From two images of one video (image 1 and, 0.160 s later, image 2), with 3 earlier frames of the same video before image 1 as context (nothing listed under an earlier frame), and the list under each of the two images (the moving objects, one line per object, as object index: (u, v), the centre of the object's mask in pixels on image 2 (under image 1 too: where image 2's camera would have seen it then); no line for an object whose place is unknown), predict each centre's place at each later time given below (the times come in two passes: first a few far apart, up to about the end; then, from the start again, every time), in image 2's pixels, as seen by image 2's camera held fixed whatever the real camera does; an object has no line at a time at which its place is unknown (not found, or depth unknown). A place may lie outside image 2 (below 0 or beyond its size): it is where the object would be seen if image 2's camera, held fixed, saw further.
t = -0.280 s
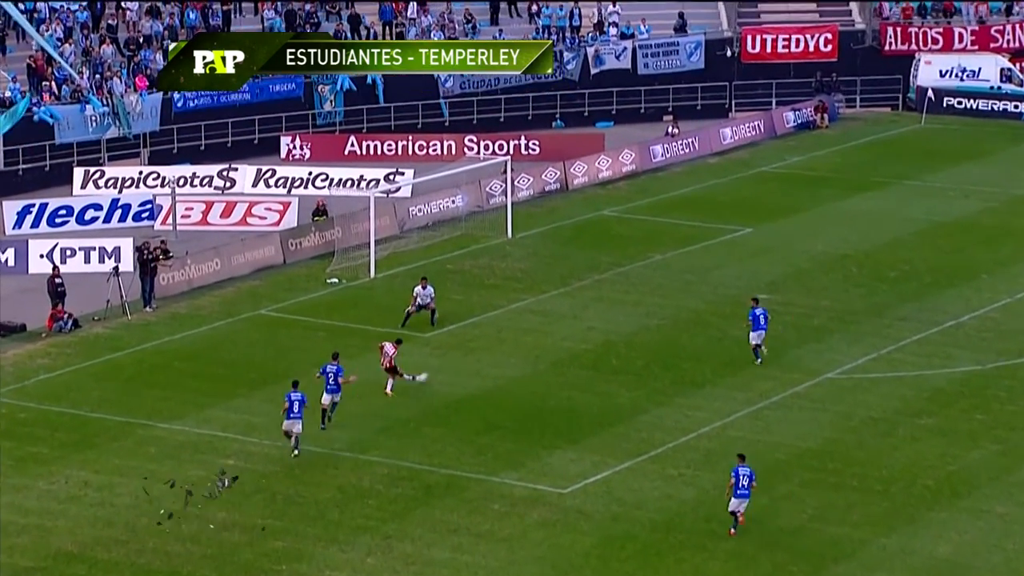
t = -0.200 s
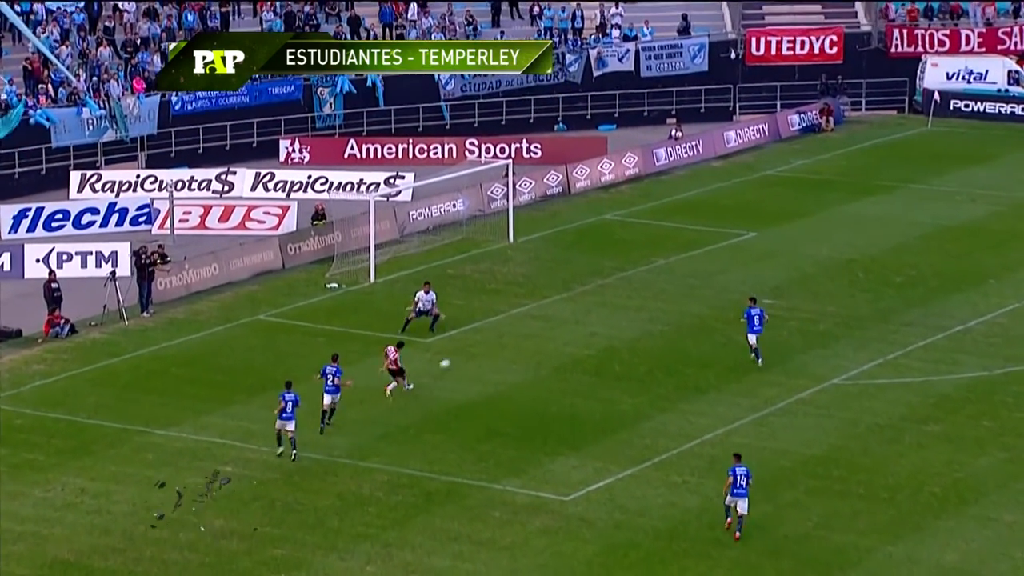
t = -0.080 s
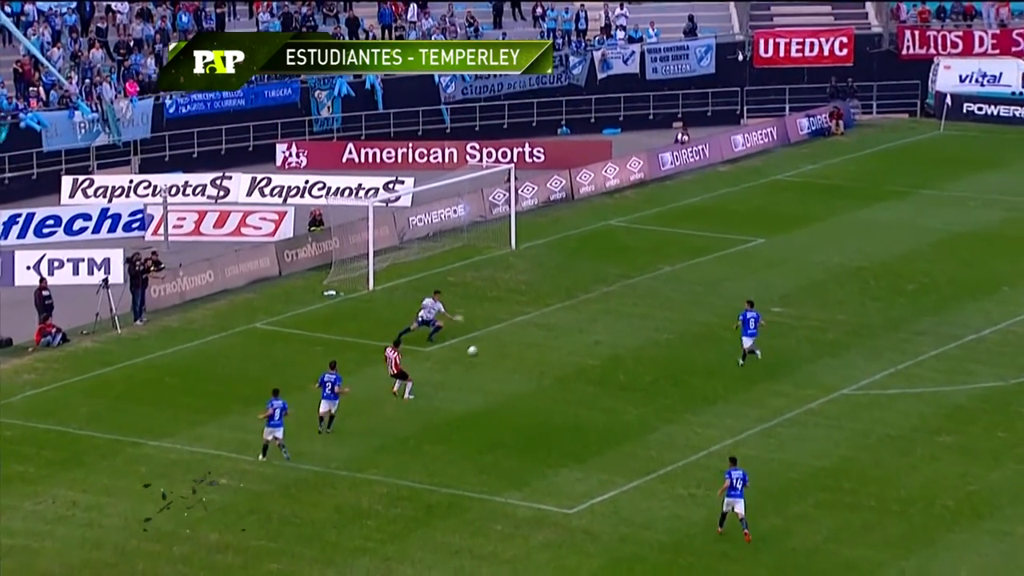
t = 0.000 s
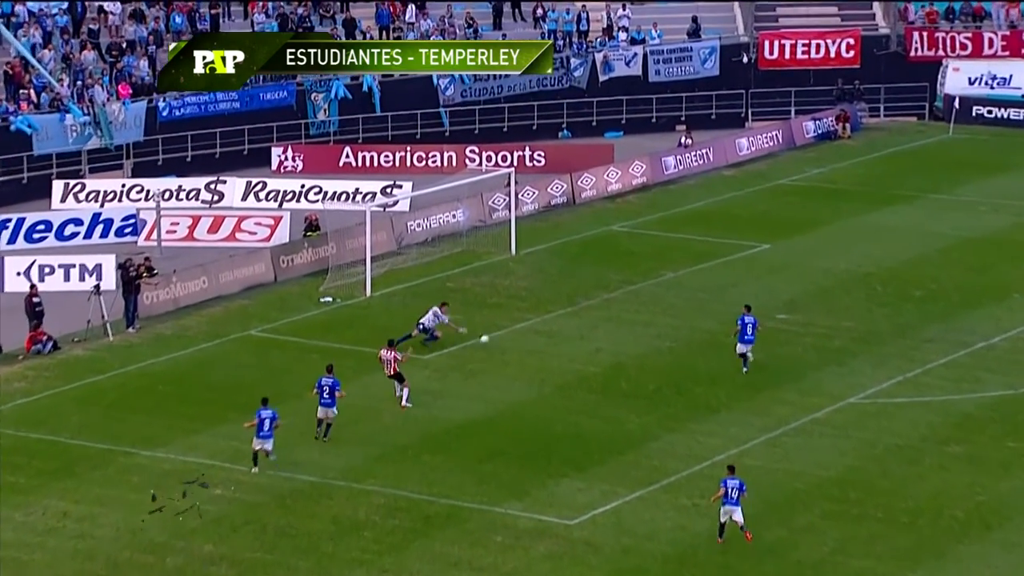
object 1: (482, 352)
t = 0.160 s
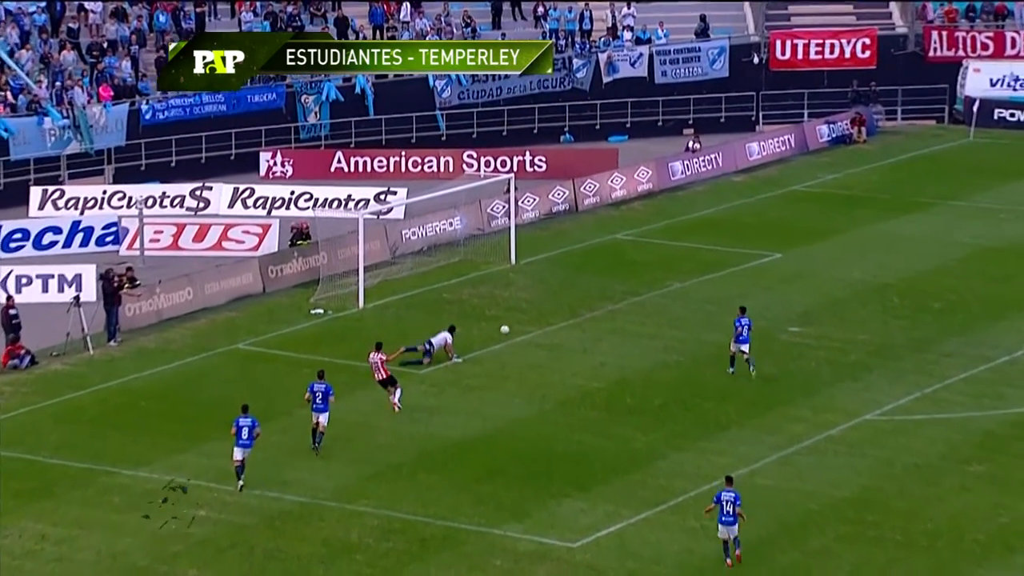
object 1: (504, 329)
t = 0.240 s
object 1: (512, 319)
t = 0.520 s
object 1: (530, 289)
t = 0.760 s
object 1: (539, 271)
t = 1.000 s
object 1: (546, 255)
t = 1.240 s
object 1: (551, 239)
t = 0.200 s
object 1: (509, 325)
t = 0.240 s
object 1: (512, 319)
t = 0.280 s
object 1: (516, 314)
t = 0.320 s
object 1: (519, 310)
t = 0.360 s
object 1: (522, 306)
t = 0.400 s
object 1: (524, 301)
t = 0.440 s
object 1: (527, 296)
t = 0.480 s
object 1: (528, 292)
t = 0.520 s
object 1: (530, 289)
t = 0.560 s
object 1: (532, 287)
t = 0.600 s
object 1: (534, 284)
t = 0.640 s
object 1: (535, 281)
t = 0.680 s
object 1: (537, 278)
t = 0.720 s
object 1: (538, 275)
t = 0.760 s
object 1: (539, 271)
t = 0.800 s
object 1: (540, 269)
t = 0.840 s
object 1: (541, 266)
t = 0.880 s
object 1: (543, 263)
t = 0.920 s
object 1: (544, 261)
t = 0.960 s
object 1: (545, 259)
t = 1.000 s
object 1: (546, 255)
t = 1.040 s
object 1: (547, 251)
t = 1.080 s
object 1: (548, 247)
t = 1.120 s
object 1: (549, 245)
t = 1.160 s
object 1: (550, 244)
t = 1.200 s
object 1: (550, 242)
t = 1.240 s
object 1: (551, 239)
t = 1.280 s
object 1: (552, 237)
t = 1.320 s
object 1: (553, 235)
